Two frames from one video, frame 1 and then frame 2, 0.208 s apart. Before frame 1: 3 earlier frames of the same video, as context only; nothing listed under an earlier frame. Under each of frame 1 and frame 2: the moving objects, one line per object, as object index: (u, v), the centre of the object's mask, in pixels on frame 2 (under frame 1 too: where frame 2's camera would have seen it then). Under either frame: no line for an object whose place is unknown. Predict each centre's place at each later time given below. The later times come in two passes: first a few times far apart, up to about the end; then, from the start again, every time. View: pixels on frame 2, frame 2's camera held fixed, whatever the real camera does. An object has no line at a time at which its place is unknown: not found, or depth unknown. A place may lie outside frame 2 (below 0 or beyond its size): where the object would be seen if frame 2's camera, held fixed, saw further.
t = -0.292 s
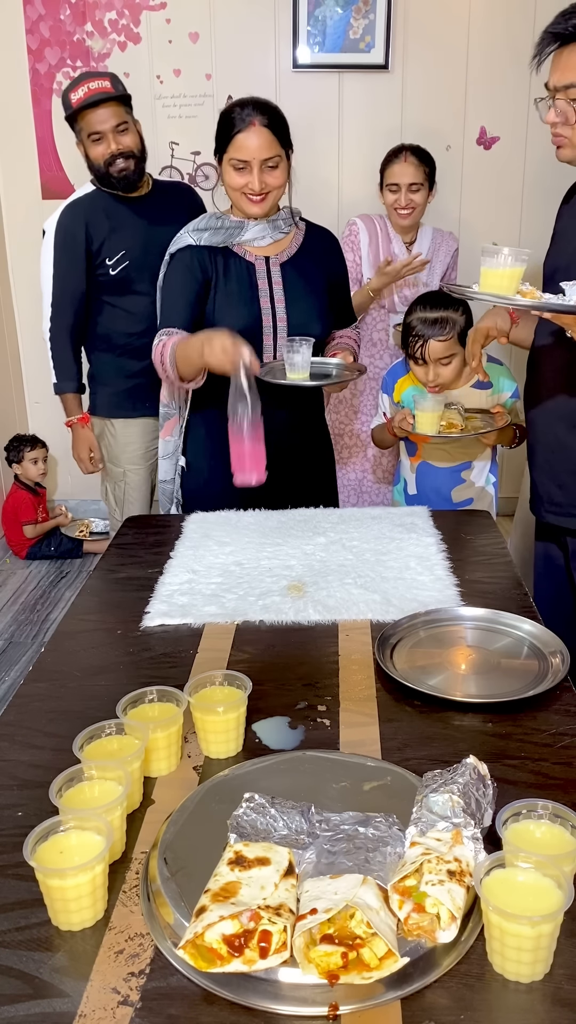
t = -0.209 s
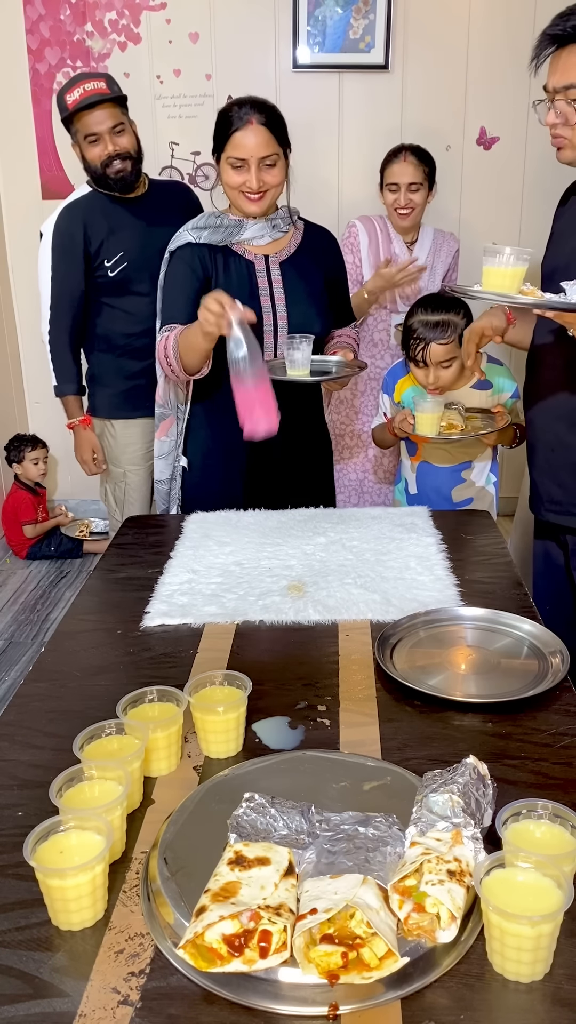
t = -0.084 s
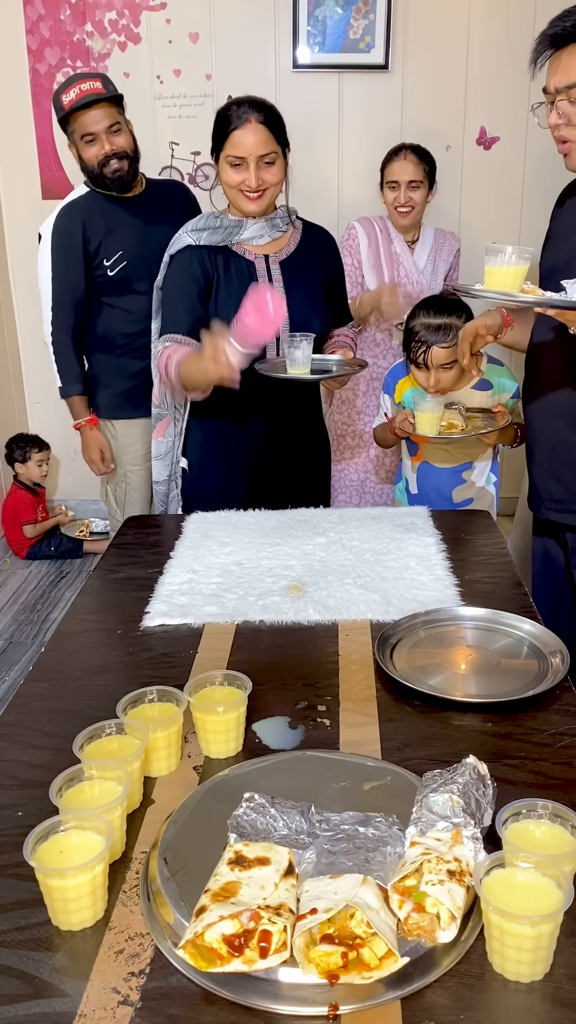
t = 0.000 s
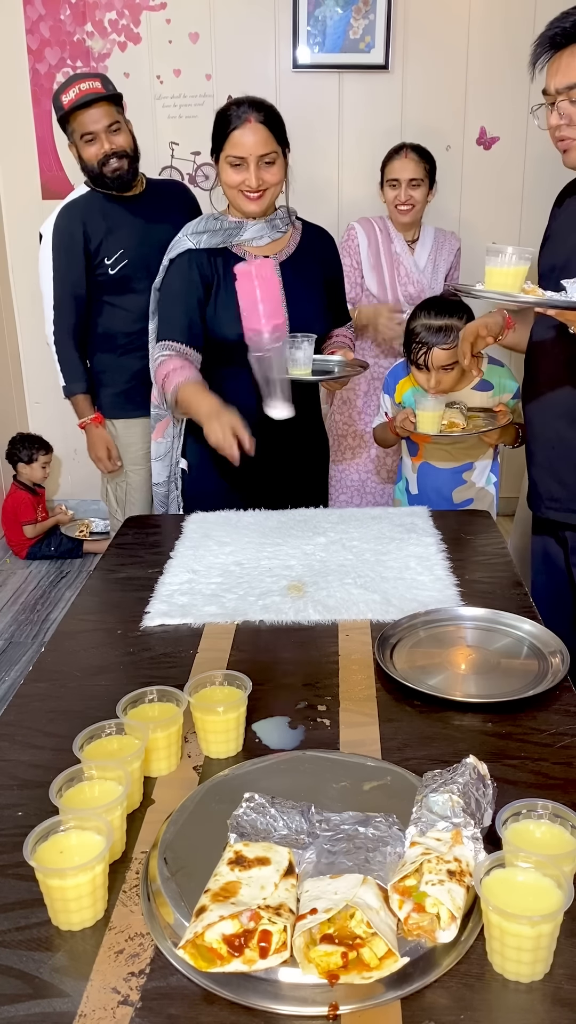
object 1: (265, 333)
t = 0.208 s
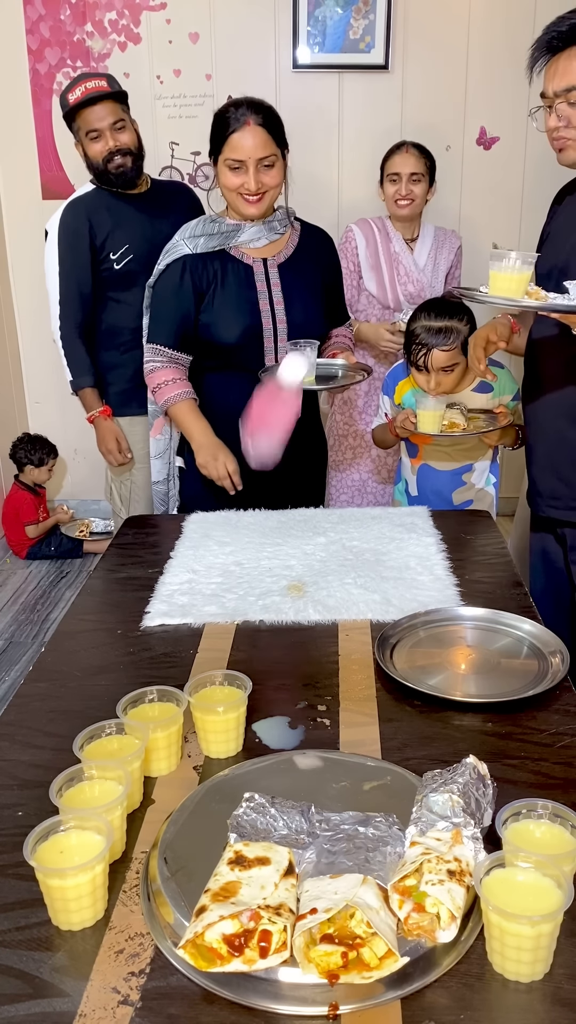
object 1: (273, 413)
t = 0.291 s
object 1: (275, 506)
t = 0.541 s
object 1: (254, 594)
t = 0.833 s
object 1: (250, 598)
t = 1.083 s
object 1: (251, 597)
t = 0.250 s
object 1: (274, 458)
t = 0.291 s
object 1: (275, 506)
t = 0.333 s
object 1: (272, 513)
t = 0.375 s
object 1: (268, 518)
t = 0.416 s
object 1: (265, 525)
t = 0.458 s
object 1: (262, 535)
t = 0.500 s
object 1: (259, 554)
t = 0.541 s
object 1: (254, 594)
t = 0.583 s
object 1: (253, 593)
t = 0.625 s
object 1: (252, 598)
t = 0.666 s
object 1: (252, 596)
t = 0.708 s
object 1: (253, 596)
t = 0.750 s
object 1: (253, 597)
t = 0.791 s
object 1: (251, 597)
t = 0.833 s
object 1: (250, 598)
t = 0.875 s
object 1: (251, 597)
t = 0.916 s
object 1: (250, 598)
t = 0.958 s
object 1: (250, 598)
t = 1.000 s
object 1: (250, 598)
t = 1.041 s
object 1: (251, 598)
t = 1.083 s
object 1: (251, 597)
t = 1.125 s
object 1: (250, 598)
